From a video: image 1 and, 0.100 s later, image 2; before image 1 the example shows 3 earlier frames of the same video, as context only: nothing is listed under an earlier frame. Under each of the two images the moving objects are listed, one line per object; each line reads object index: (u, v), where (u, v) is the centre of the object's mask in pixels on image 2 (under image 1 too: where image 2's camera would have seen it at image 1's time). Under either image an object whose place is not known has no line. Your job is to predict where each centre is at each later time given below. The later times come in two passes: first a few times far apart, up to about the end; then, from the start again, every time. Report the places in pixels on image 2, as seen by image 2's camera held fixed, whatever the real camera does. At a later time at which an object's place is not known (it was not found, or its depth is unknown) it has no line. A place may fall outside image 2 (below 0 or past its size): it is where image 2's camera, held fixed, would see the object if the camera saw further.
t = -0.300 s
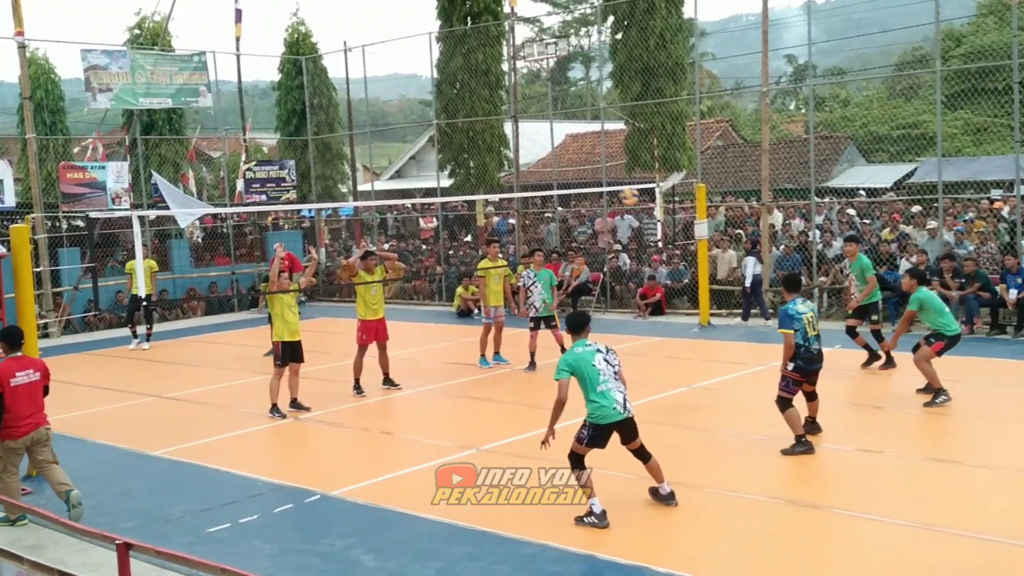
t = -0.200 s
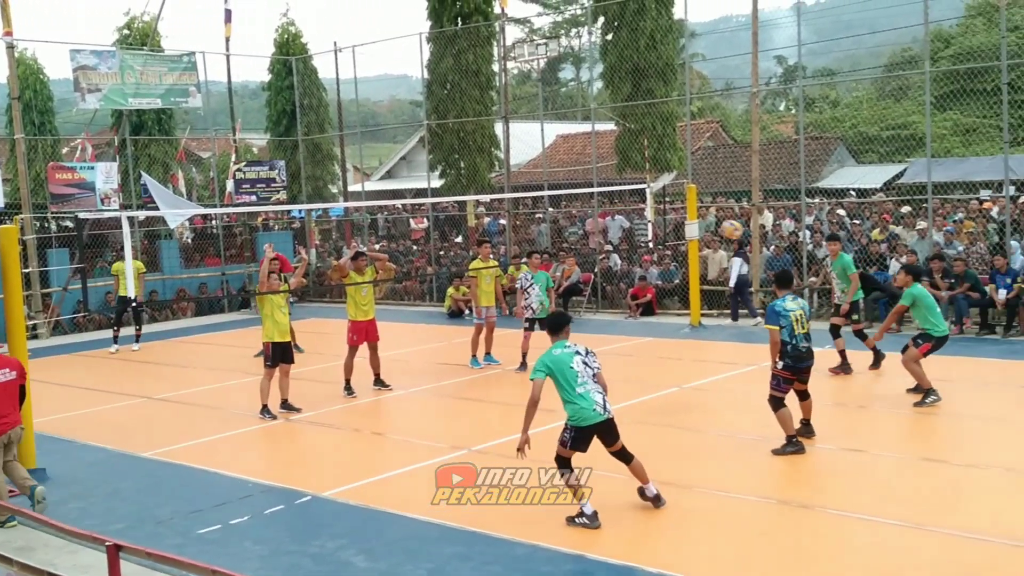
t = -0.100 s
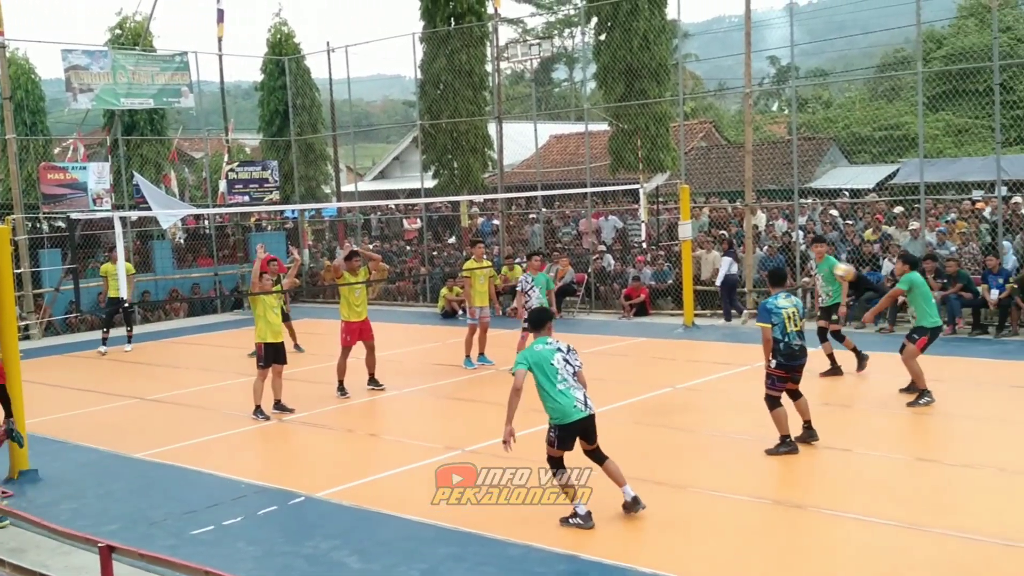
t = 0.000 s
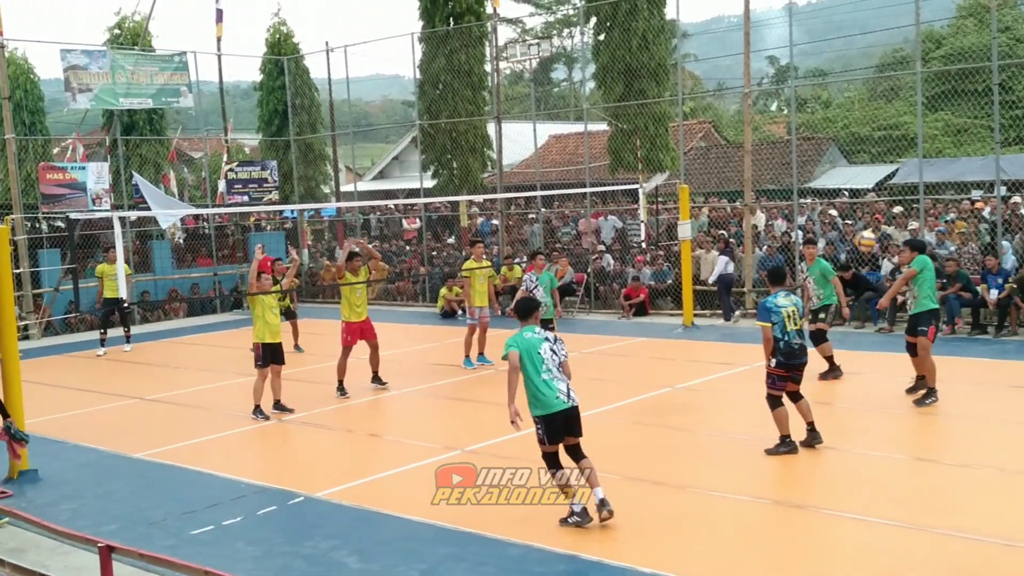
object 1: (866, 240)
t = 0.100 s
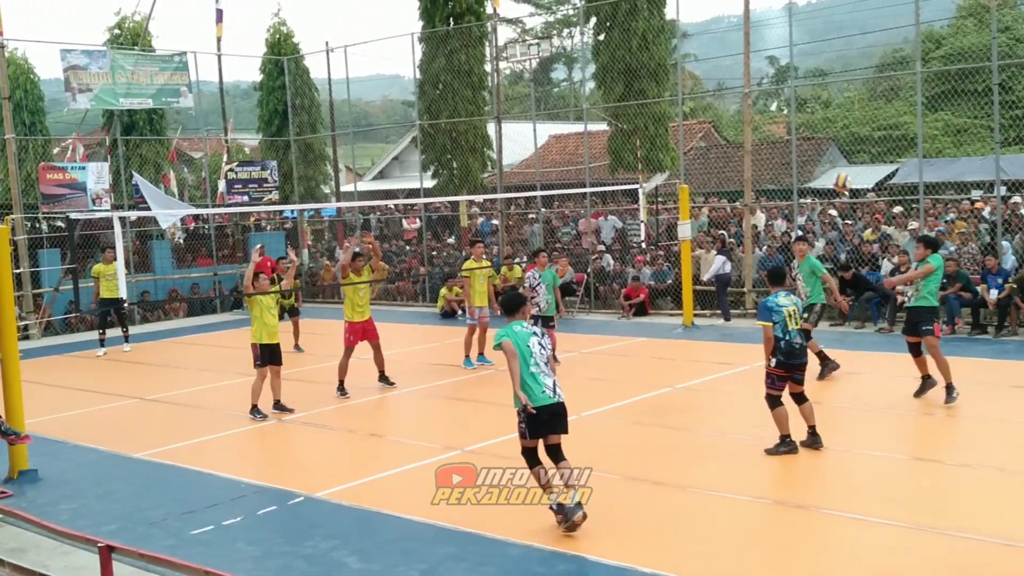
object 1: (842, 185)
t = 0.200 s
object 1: (818, 133)
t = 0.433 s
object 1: (770, 58)
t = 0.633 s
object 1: (734, 31)
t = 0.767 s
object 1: (711, 33)
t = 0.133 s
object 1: (834, 164)
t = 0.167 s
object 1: (826, 148)
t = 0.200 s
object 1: (818, 133)
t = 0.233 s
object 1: (811, 119)
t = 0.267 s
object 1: (804, 105)
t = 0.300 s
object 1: (797, 94)
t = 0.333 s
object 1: (791, 83)
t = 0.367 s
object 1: (783, 74)
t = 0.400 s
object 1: (776, 65)
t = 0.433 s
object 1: (770, 58)
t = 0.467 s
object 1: (764, 51)
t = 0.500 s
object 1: (757, 45)
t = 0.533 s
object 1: (751, 40)
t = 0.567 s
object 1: (745, 36)
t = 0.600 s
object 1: (740, 33)
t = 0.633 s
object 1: (734, 31)
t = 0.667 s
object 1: (728, 31)
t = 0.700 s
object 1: (722, 30)
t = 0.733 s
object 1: (717, 31)
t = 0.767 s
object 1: (711, 33)
